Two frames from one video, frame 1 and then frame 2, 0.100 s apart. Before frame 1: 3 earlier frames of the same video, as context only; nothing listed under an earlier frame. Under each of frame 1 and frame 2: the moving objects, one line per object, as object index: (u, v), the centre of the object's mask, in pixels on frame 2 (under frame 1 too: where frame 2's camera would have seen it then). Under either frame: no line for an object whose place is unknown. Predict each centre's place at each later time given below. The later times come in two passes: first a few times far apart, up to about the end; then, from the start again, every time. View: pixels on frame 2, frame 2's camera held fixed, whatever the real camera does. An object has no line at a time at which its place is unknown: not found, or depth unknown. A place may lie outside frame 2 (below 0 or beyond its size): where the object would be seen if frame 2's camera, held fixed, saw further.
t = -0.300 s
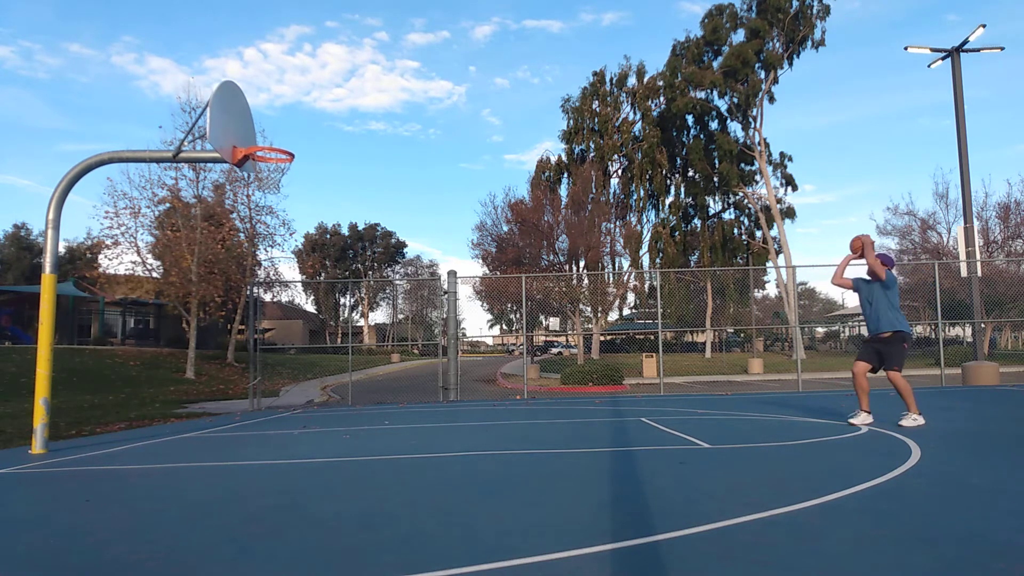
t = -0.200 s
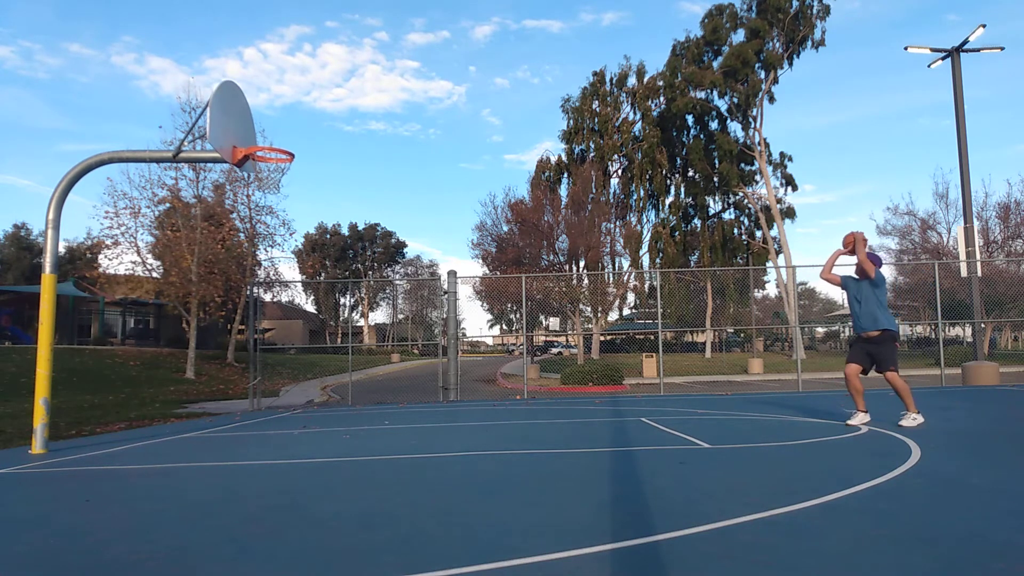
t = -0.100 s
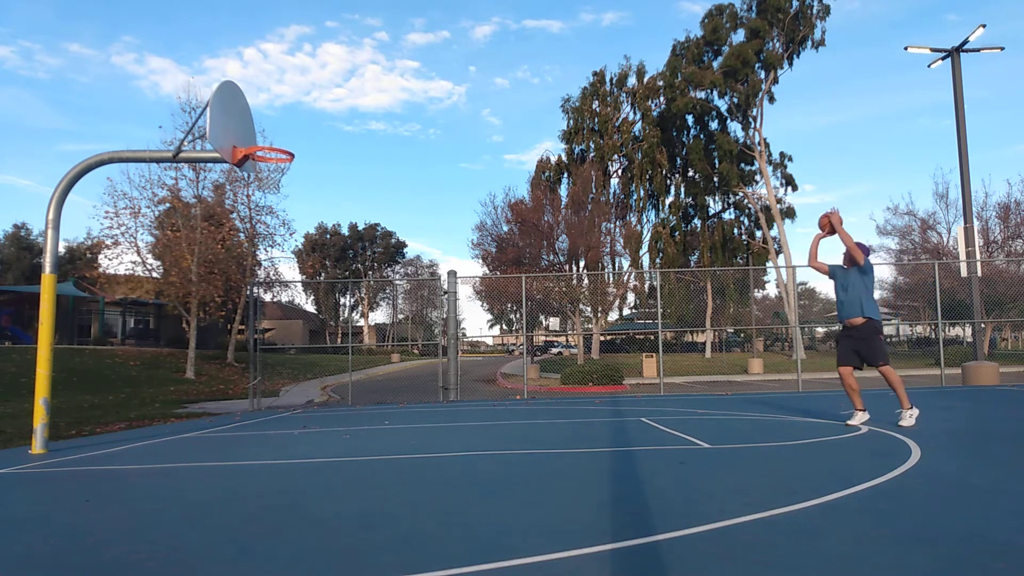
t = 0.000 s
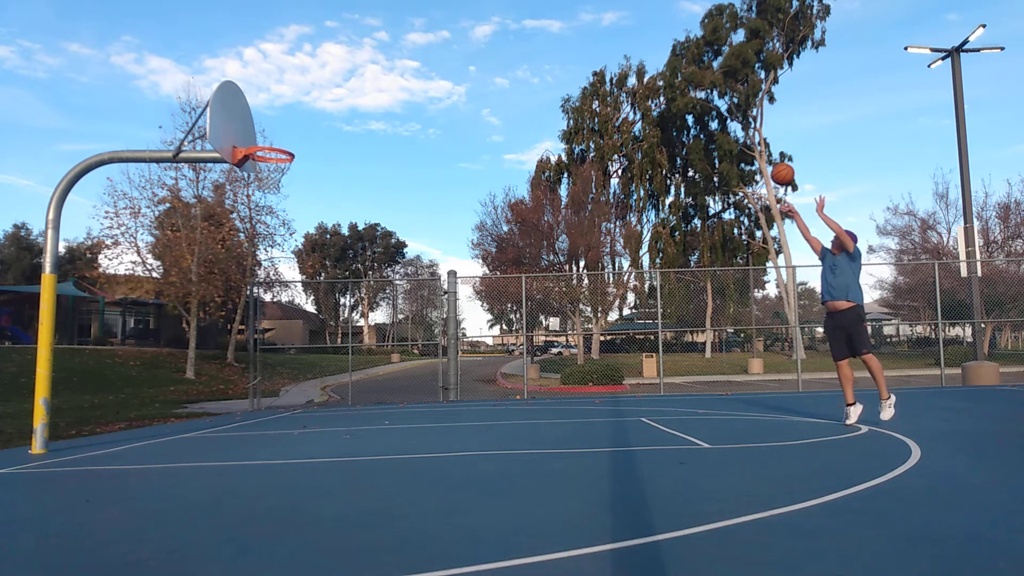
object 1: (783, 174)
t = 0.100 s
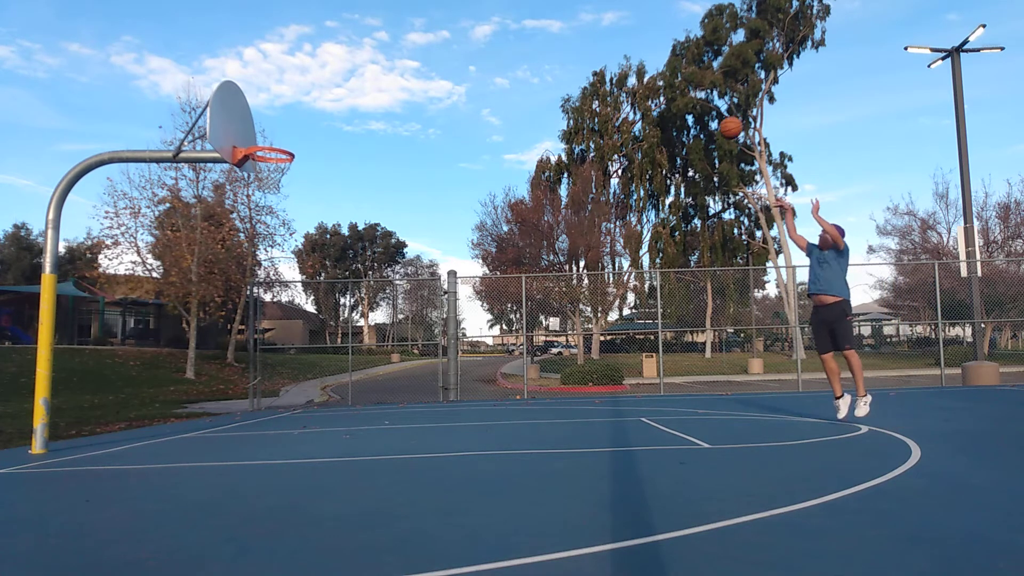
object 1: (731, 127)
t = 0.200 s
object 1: (681, 91)
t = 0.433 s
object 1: (570, 43)
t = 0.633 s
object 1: (480, 39)
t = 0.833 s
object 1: (393, 70)
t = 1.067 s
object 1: (293, 145)
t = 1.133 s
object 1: (279, 135)
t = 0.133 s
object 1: (713, 115)
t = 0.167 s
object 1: (697, 102)
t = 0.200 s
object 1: (681, 91)
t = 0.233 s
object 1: (664, 81)
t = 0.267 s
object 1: (648, 73)
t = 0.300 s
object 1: (632, 65)
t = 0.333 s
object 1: (617, 57)
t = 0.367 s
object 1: (601, 52)
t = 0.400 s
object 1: (586, 47)
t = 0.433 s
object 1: (570, 43)
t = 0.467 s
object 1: (555, 40)
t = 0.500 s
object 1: (540, 38)
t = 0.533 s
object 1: (525, 37)
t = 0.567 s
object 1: (510, 37)
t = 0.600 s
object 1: (495, 37)
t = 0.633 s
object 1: (480, 39)
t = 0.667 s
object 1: (466, 42)
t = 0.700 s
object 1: (451, 46)
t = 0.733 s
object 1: (436, 50)
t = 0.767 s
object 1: (422, 56)
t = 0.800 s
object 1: (407, 63)
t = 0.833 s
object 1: (393, 70)
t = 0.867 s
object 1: (378, 78)
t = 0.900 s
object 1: (364, 88)
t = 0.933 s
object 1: (349, 98)
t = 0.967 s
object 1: (335, 109)
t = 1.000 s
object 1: (320, 121)
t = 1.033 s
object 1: (305, 134)
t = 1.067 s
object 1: (293, 145)
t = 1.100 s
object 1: (286, 140)
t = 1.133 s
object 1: (279, 135)
